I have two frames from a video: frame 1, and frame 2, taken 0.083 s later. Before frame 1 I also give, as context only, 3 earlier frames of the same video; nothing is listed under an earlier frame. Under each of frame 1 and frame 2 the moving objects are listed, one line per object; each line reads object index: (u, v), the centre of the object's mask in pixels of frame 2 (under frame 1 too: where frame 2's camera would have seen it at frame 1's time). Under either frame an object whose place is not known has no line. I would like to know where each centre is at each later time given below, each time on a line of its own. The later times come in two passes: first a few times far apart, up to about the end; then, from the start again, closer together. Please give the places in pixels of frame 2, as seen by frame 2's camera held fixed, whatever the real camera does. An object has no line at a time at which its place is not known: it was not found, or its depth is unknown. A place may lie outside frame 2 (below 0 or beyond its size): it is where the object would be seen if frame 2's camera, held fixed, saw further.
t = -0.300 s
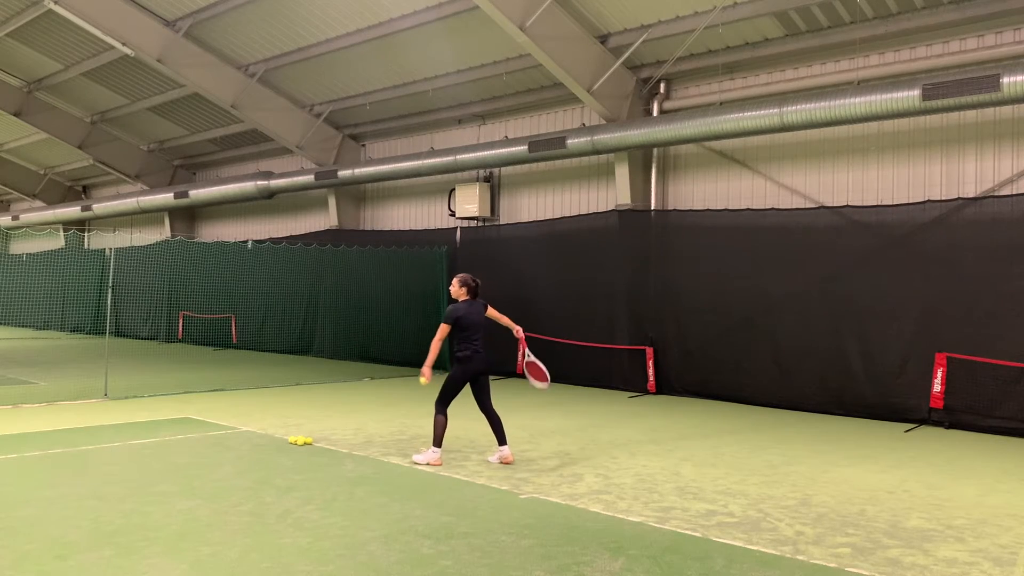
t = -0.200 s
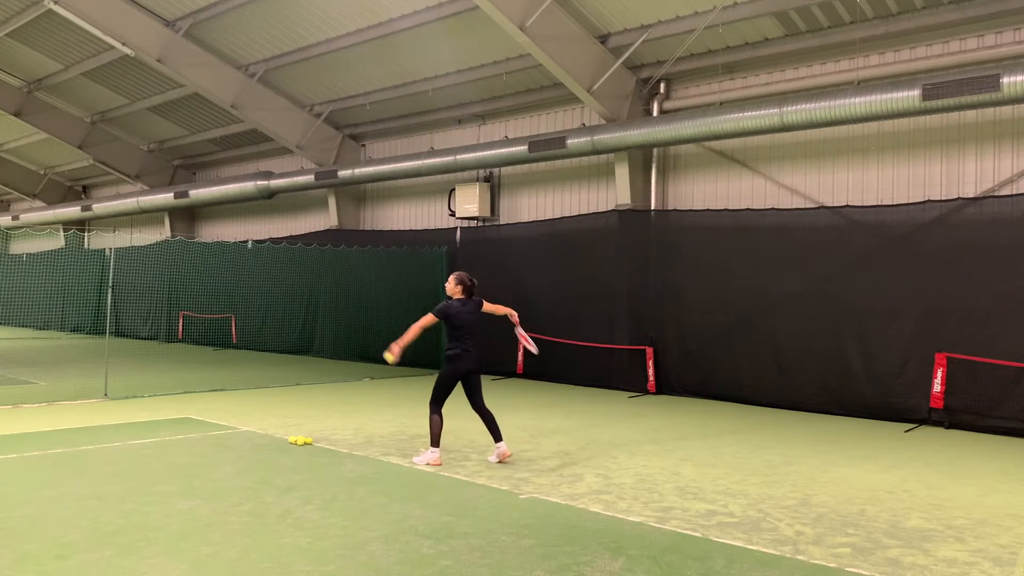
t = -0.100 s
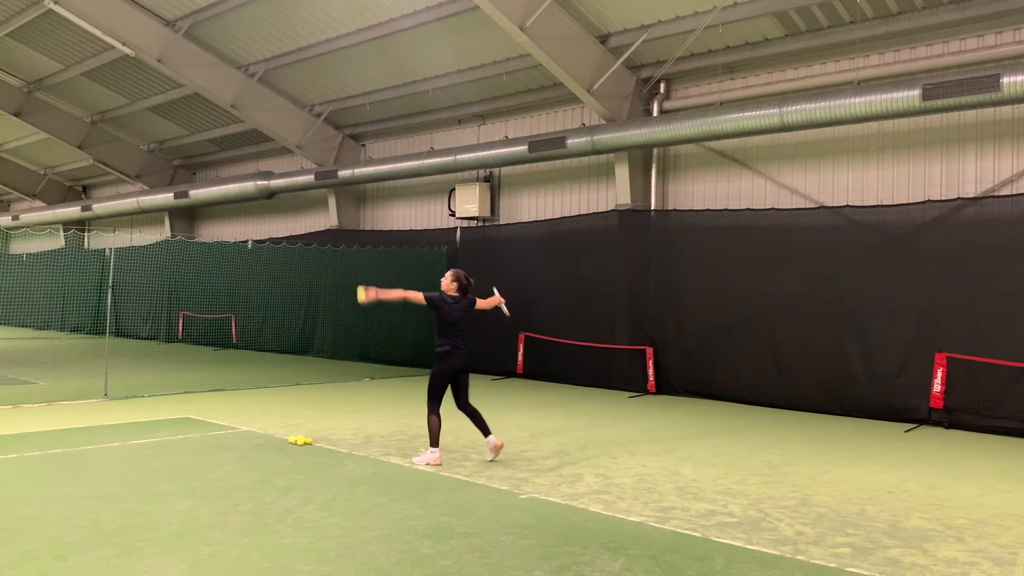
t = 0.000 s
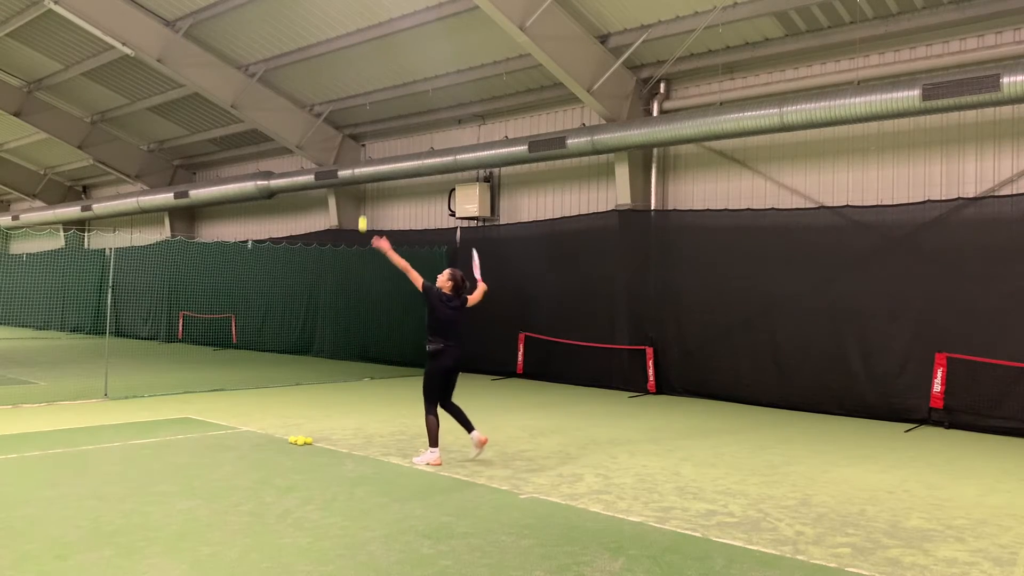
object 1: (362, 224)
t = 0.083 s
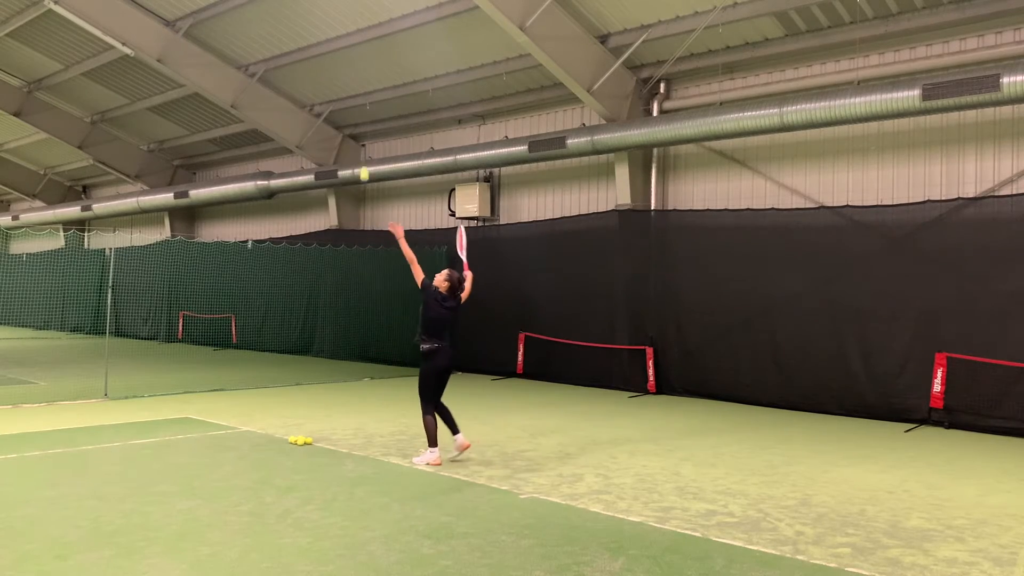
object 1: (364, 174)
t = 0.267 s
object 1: (367, 93)
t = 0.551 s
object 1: (371, 46)
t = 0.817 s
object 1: (373, 84)
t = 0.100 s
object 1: (364, 164)
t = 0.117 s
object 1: (365, 156)
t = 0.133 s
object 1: (365, 148)
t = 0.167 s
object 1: (365, 132)
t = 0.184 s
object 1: (366, 125)
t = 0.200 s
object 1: (366, 118)
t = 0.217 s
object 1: (366, 111)
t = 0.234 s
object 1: (366, 105)
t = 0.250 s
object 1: (366, 99)
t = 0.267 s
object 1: (367, 93)
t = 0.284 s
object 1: (367, 88)
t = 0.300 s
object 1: (367, 83)
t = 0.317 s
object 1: (368, 78)
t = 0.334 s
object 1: (368, 74)
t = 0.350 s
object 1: (368, 70)
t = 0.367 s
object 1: (369, 66)
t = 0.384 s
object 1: (369, 63)
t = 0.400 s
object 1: (369, 60)
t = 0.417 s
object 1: (369, 57)
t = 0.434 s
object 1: (369, 54)
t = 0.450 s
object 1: (370, 52)
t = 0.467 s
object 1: (370, 50)
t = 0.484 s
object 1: (370, 49)
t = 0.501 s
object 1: (370, 48)
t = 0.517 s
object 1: (371, 47)
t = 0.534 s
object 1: (371, 46)
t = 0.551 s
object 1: (371, 46)
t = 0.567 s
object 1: (371, 46)
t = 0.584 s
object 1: (371, 46)
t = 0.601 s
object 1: (371, 47)
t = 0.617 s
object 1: (371, 48)
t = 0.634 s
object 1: (372, 49)
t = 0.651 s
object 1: (372, 51)
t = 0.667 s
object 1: (372, 53)
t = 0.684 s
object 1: (372, 55)
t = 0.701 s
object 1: (372, 58)
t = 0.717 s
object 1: (372, 61)
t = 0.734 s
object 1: (373, 64)
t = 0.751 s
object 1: (373, 67)
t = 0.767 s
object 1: (373, 71)
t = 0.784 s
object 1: (373, 75)
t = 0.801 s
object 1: (373, 79)
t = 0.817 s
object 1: (373, 84)
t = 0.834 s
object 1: (373, 90)
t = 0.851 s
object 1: (374, 95)
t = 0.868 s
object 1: (374, 100)
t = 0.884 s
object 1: (374, 107)
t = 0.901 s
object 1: (374, 113)
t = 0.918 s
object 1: (374, 119)
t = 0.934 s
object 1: (374, 126)
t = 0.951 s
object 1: (374, 133)
